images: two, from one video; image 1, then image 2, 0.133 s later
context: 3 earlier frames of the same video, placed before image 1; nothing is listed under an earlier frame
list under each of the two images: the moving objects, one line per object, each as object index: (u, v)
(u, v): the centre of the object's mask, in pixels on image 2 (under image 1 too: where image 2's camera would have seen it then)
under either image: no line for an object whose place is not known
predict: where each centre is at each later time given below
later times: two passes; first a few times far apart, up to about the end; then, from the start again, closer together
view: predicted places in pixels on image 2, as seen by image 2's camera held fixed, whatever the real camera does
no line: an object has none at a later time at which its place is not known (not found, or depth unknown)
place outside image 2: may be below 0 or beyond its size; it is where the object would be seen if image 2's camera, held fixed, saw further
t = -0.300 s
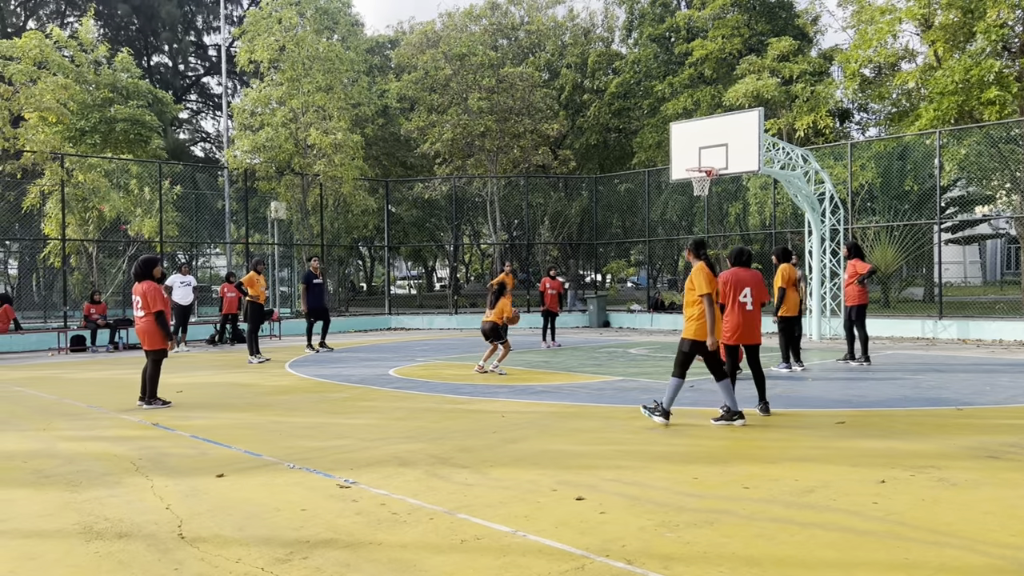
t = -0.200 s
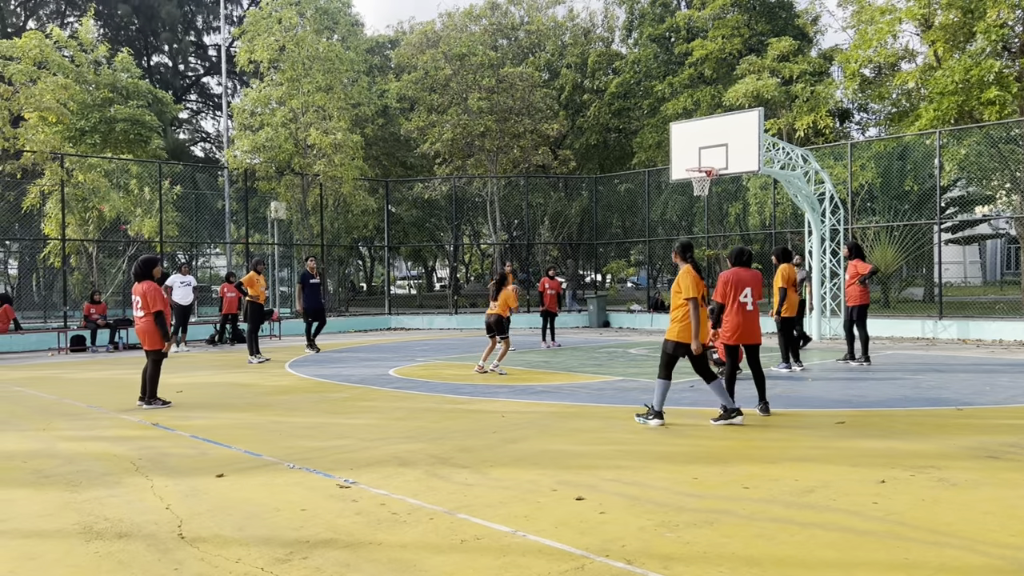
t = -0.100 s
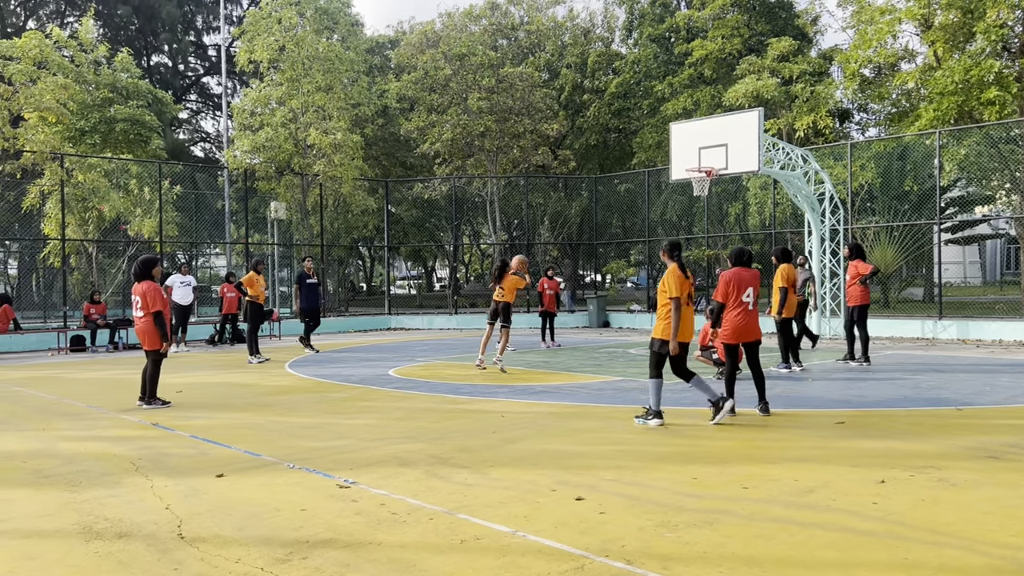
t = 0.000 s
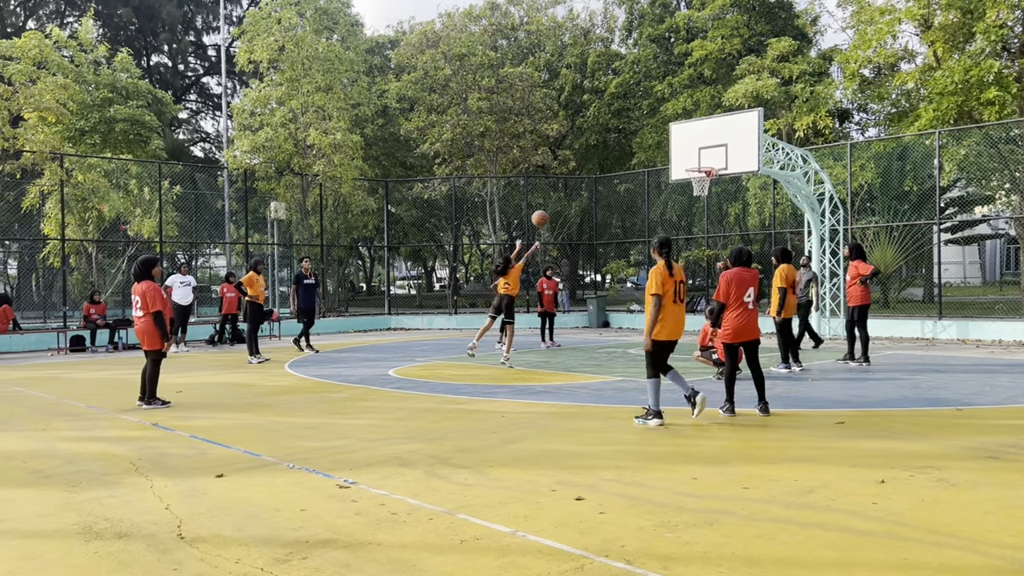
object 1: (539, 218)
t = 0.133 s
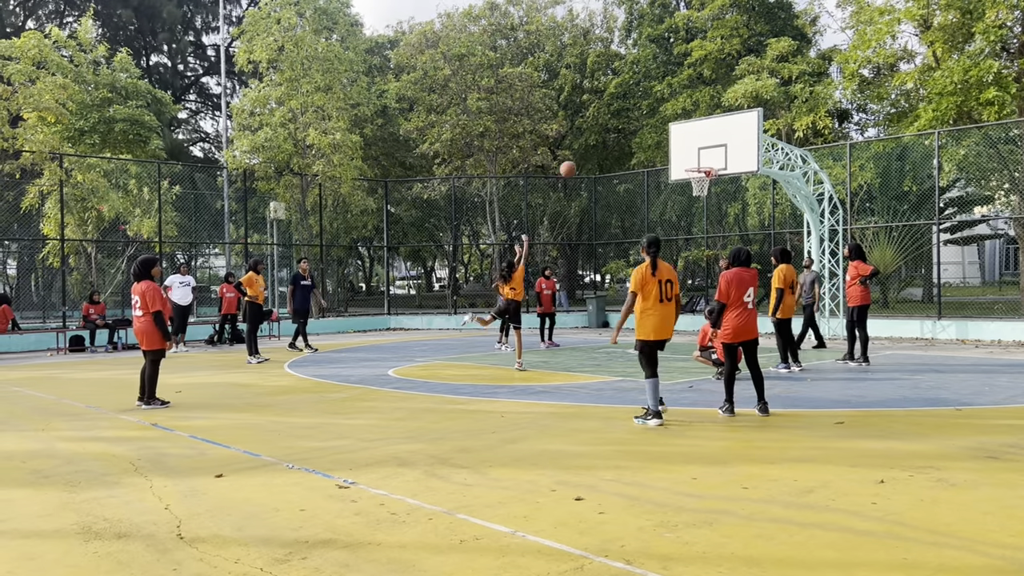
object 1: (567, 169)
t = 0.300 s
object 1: (601, 128)
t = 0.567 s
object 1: (650, 104)
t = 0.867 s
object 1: (701, 132)
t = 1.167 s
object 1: (717, 198)
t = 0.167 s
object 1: (575, 159)
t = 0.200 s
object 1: (581, 150)
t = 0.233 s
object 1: (588, 142)
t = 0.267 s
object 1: (594, 134)
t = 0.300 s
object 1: (601, 128)
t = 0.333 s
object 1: (607, 122)
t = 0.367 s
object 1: (614, 117)
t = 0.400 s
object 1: (621, 113)
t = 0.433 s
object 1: (627, 109)
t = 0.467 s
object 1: (633, 107)
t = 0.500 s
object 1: (639, 106)
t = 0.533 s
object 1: (645, 104)
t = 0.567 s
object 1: (650, 104)
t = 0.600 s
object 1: (656, 104)
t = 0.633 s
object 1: (662, 106)
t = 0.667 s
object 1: (668, 107)
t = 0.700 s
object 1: (675, 110)
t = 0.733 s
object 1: (679, 113)
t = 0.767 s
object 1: (685, 116)
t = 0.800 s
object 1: (690, 121)
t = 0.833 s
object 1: (696, 126)
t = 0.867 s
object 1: (701, 132)
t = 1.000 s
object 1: (721, 160)
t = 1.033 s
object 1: (726, 169)
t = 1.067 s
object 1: (727, 176)
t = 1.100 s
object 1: (724, 183)
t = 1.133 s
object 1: (720, 190)
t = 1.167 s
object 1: (717, 198)
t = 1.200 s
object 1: (714, 207)
